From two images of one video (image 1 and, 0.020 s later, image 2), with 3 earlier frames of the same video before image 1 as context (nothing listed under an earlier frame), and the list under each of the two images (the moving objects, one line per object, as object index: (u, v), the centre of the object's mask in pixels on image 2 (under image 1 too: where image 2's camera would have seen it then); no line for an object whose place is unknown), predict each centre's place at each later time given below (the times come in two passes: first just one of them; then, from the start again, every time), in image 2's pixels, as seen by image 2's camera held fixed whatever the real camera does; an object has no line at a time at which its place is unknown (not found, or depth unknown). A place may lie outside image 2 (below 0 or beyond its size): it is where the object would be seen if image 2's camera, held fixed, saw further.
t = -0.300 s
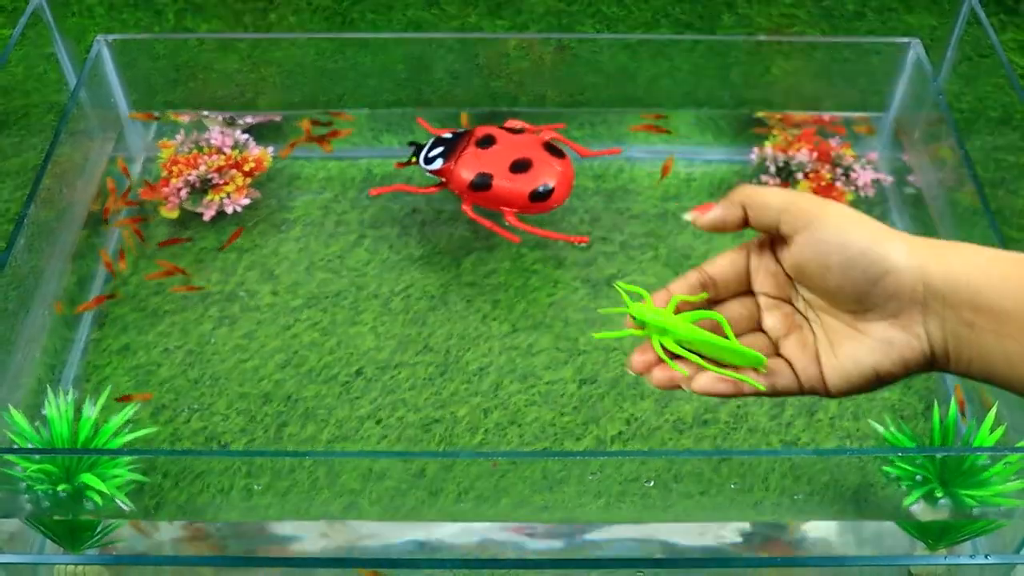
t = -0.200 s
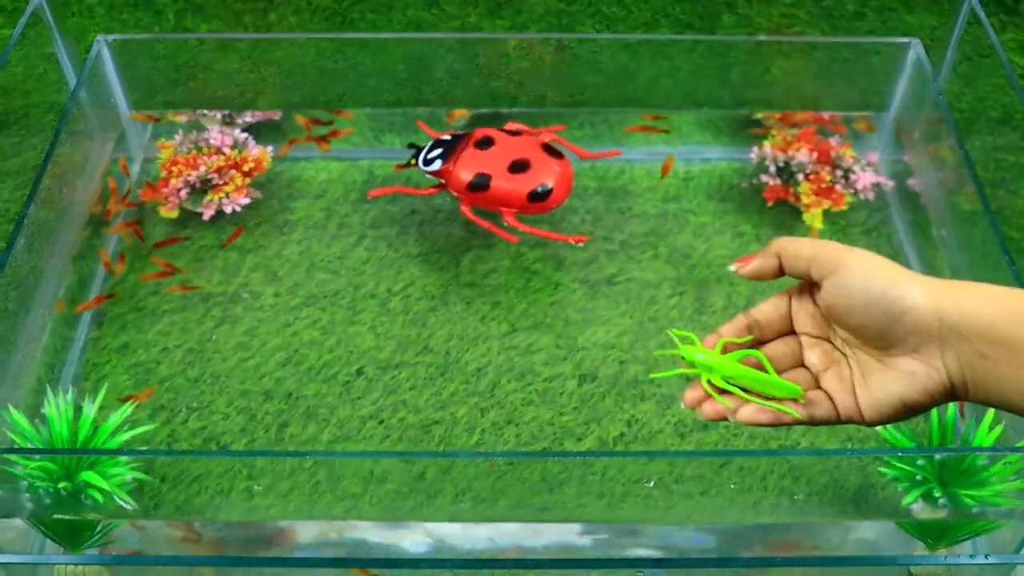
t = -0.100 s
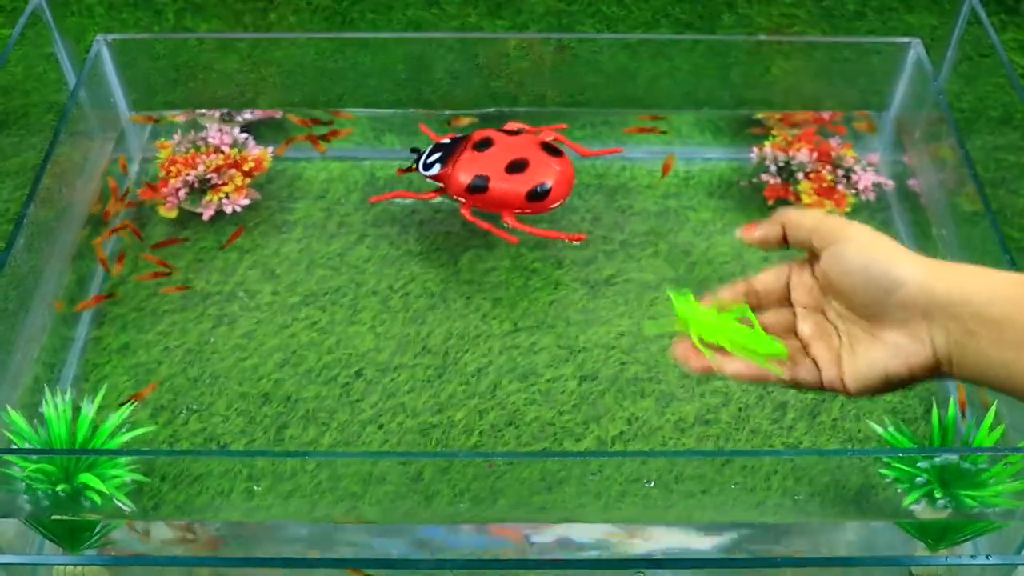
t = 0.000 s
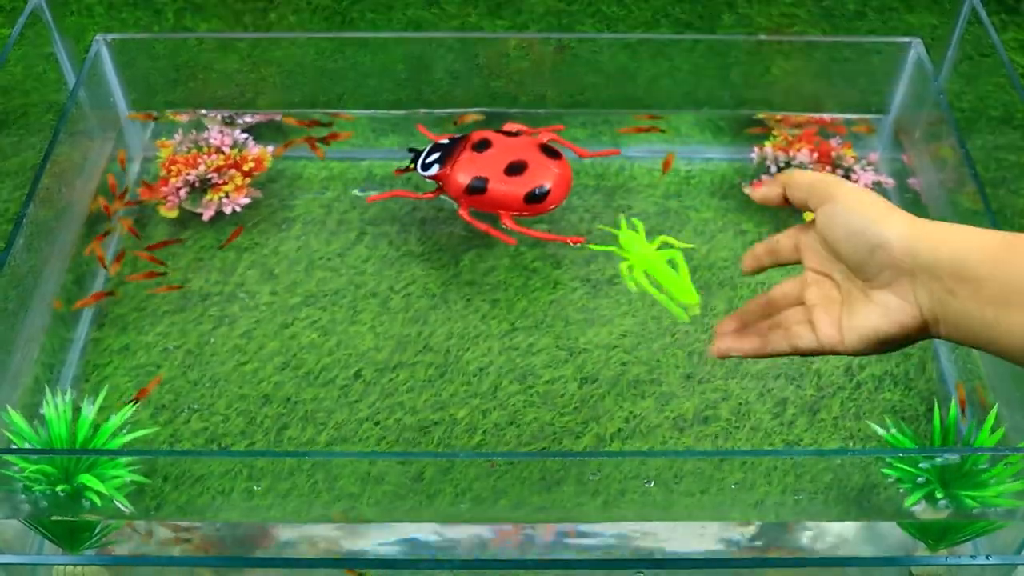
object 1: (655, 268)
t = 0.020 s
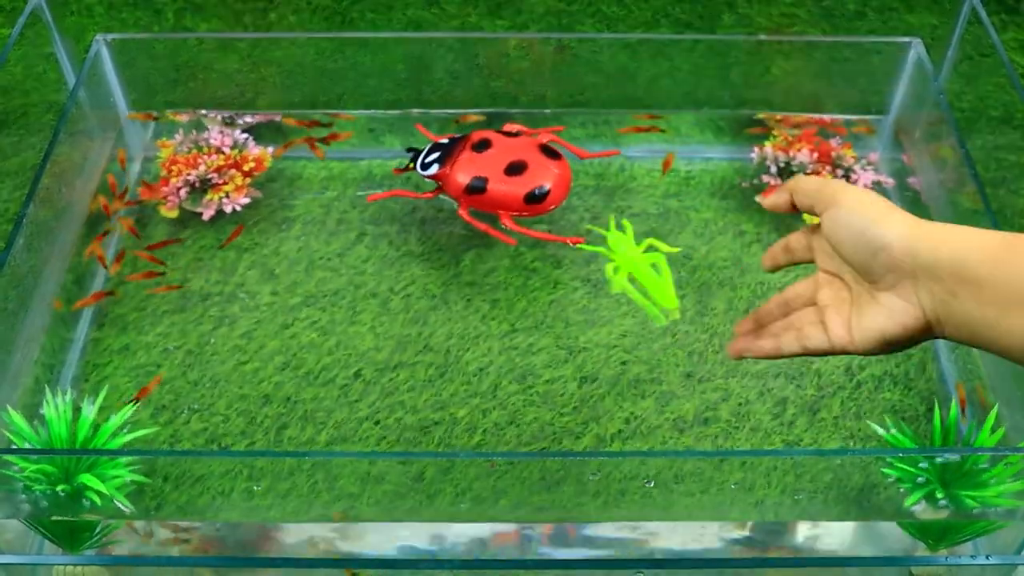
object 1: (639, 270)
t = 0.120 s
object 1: (565, 349)
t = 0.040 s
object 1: (624, 278)
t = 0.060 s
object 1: (608, 291)
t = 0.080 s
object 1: (592, 307)
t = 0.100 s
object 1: (579, 327)
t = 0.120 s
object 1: (565, 349)
